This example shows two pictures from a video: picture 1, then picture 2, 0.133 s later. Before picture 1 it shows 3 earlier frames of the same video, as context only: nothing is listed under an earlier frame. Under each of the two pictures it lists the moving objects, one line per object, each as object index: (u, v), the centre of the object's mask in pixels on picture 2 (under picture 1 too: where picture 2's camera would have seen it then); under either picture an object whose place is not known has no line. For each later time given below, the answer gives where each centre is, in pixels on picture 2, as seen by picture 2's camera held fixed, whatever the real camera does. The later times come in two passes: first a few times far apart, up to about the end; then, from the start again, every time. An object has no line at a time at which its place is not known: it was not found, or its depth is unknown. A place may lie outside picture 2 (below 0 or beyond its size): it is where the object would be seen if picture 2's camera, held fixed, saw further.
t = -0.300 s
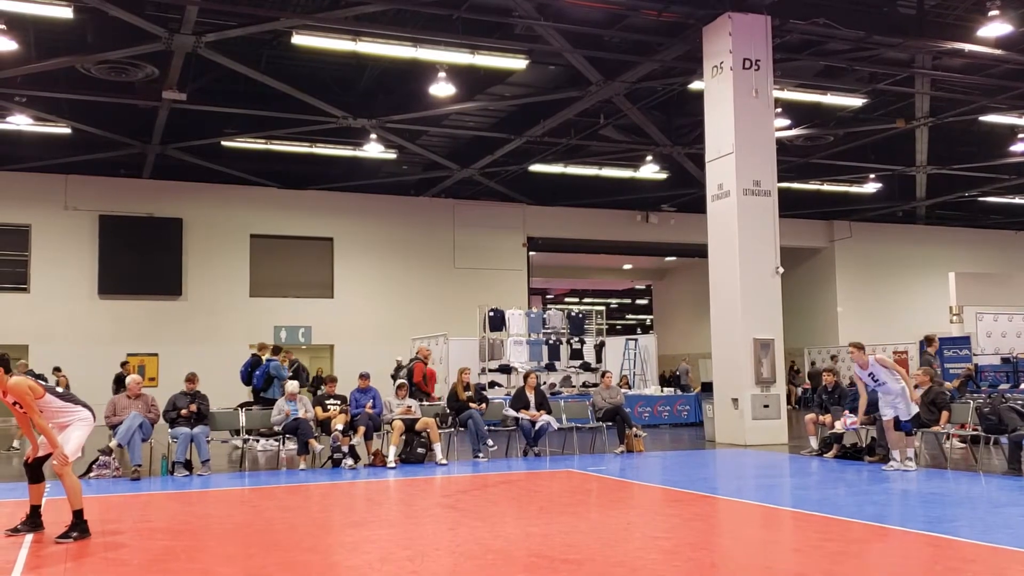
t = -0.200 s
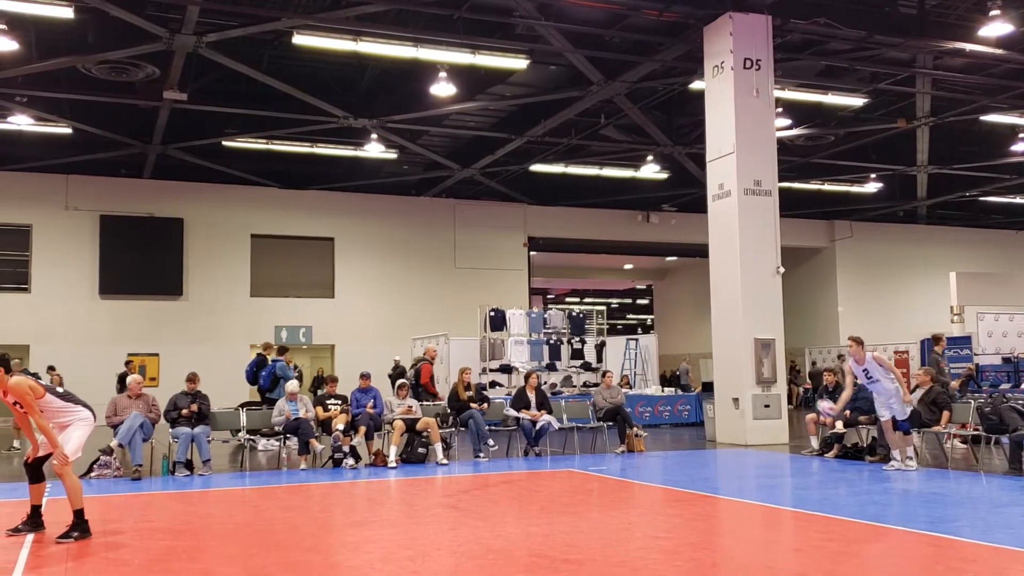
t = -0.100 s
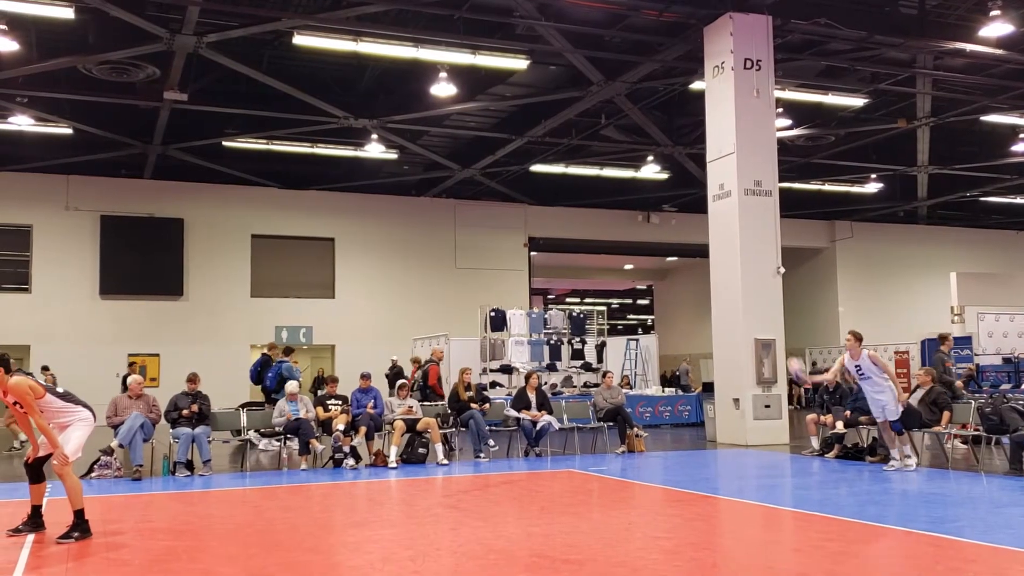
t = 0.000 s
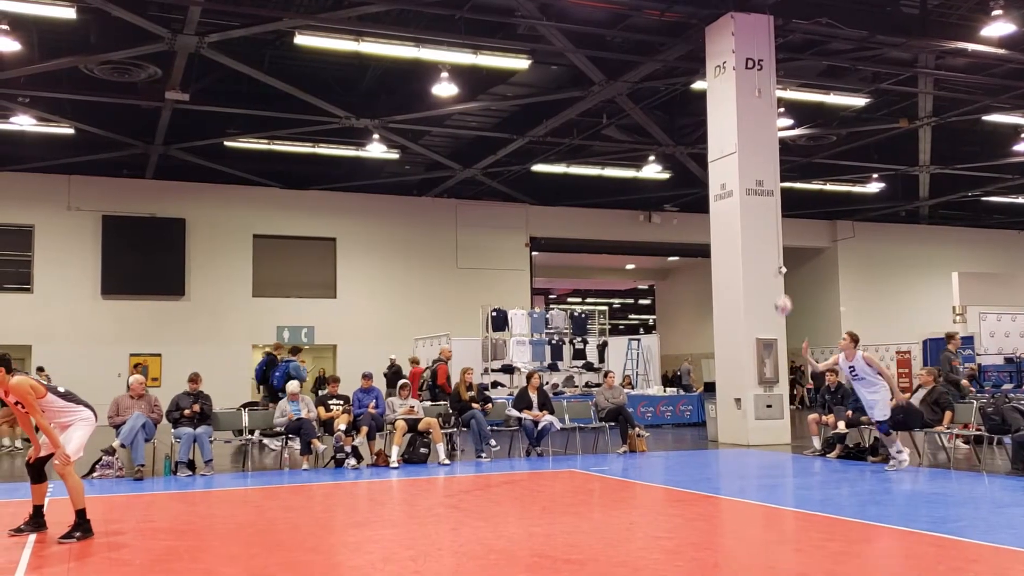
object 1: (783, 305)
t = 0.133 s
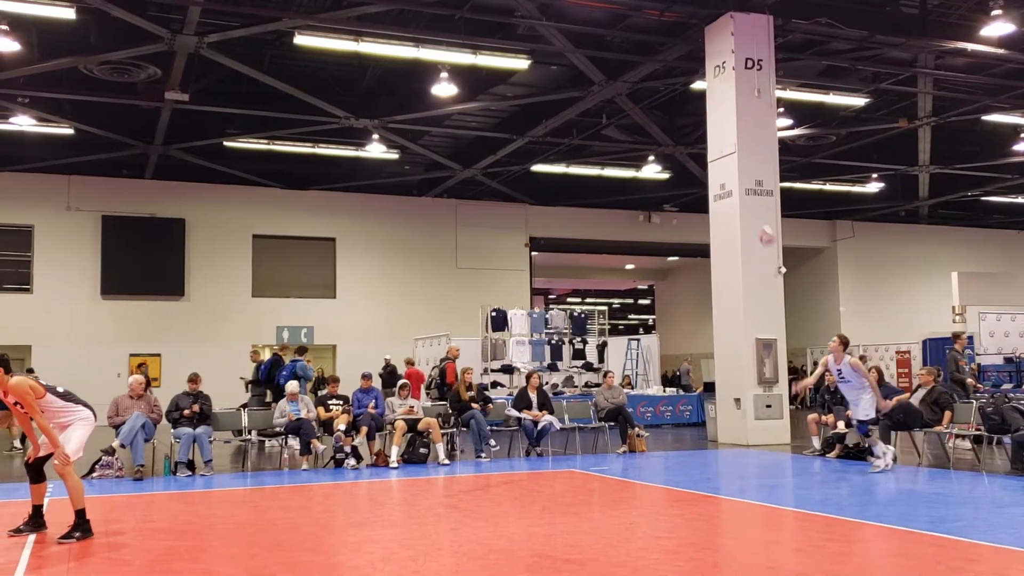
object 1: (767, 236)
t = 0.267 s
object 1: (751, 181)
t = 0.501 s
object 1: (725, 120)
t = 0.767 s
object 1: (698, 104)
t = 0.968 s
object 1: (678, 130)
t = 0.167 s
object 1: (762, 220)
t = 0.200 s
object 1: (759, 206)
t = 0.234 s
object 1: (754, 192)
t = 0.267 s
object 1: (751, 181)
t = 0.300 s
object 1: (748, 169)
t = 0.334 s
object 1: (743, 159)
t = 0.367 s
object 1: (740, 150)
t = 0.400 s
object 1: (736, 141)
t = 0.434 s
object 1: (733, 134)
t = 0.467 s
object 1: (729, 127)
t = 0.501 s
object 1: (725, 120)
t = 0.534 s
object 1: (722, 115)
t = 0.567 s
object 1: (719, 111)
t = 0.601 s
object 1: (715, 107)
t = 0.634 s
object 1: (711, 105)
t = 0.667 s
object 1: (708, 103)
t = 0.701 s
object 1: (704, 103)
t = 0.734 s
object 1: (701, 103)
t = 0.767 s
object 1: (698, 104)
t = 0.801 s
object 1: (695, 106)
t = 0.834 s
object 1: (692, 109)
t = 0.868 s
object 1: (688, 112)
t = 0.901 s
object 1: (685, 117)
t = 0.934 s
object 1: (681, 123)
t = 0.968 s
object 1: (678, 130)
